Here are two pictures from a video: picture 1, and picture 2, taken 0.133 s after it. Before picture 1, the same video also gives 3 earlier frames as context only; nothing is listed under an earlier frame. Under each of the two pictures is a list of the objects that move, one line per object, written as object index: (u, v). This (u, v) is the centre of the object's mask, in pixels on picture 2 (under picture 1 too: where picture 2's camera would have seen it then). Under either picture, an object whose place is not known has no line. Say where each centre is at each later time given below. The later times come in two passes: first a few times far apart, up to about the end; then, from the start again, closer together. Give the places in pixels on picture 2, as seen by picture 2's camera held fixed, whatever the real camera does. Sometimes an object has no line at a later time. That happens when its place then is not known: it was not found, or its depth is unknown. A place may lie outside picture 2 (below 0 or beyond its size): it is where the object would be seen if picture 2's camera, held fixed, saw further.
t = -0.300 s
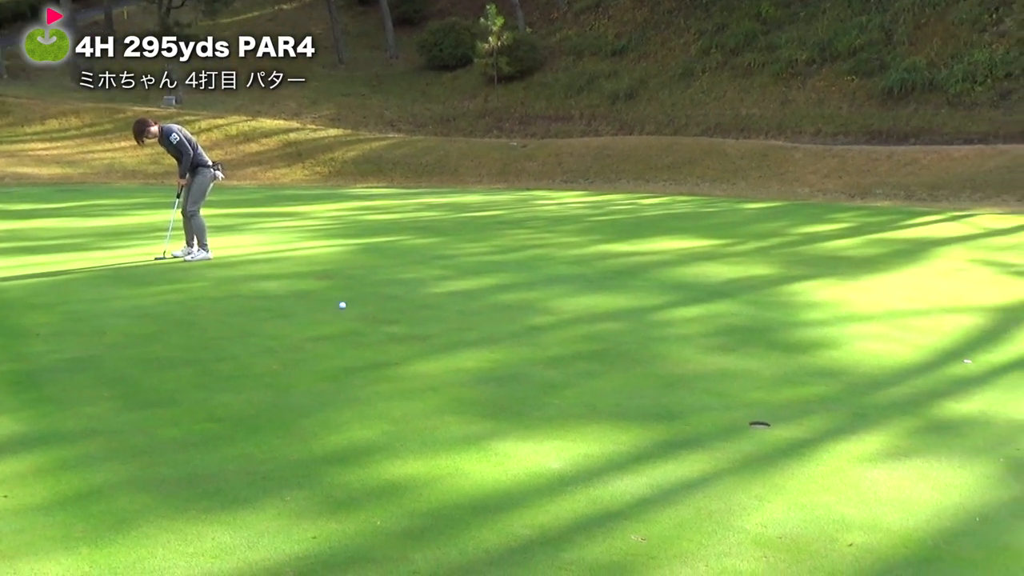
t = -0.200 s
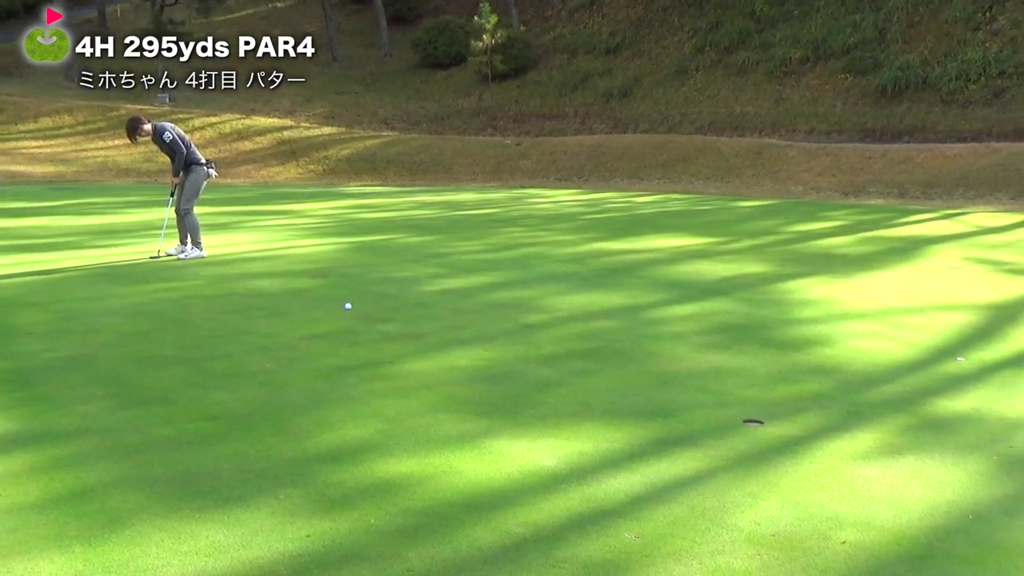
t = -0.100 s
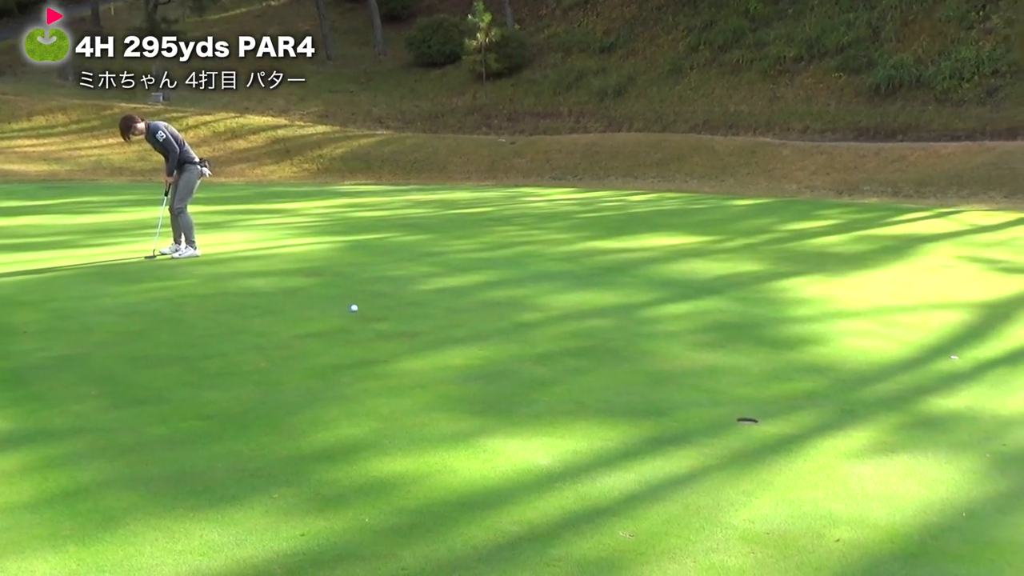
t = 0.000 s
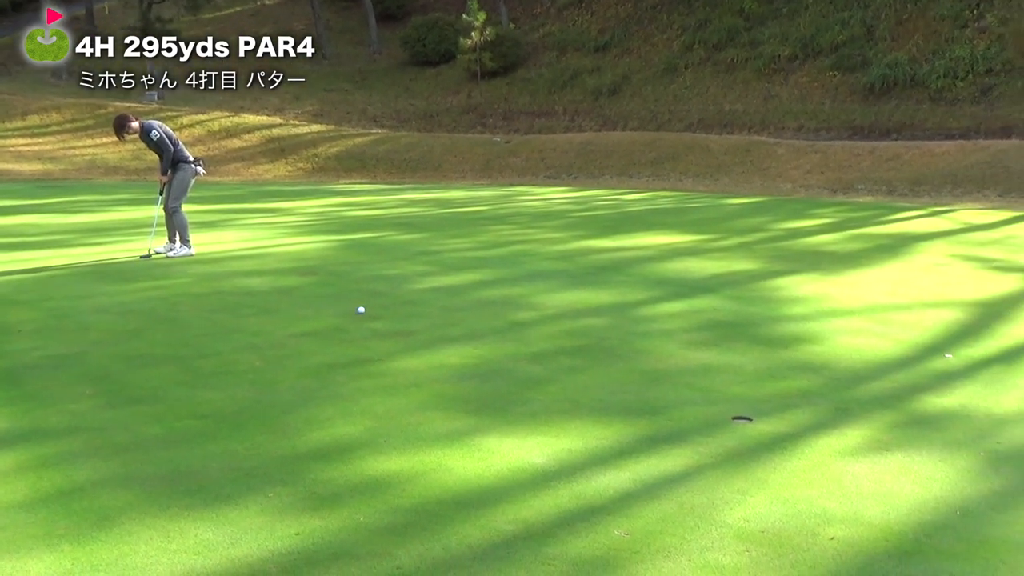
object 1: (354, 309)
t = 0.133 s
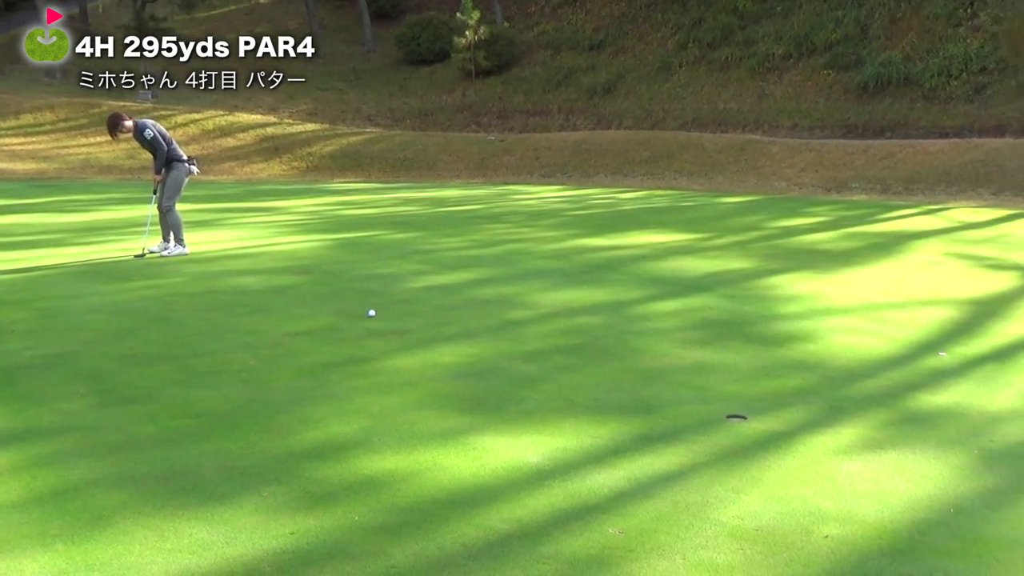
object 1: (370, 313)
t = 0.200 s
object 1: (378, 315)
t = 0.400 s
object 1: (403, 322)
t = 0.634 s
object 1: (431, 330)
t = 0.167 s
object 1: (374, 314)
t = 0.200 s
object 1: (378, 315)
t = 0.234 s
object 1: (382, 316)
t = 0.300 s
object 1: (390, 319)
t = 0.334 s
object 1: (395, 320)
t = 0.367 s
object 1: (398, 321)
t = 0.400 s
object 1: (403, 322)
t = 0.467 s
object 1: (411, 324)
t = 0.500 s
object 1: (415, 325)
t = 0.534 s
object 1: (419, 326)
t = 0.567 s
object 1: (423, 328)
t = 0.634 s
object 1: (431, 330)
